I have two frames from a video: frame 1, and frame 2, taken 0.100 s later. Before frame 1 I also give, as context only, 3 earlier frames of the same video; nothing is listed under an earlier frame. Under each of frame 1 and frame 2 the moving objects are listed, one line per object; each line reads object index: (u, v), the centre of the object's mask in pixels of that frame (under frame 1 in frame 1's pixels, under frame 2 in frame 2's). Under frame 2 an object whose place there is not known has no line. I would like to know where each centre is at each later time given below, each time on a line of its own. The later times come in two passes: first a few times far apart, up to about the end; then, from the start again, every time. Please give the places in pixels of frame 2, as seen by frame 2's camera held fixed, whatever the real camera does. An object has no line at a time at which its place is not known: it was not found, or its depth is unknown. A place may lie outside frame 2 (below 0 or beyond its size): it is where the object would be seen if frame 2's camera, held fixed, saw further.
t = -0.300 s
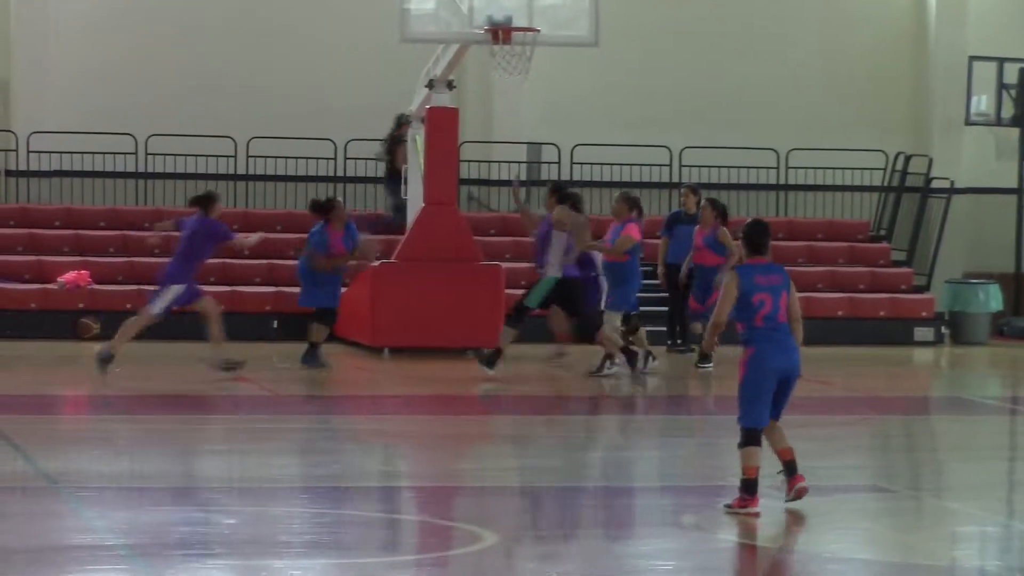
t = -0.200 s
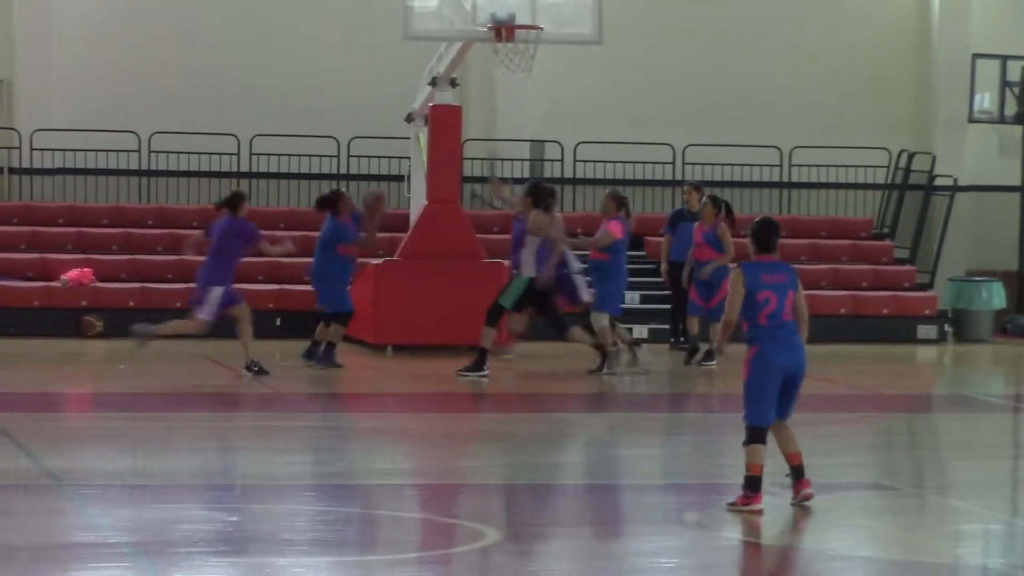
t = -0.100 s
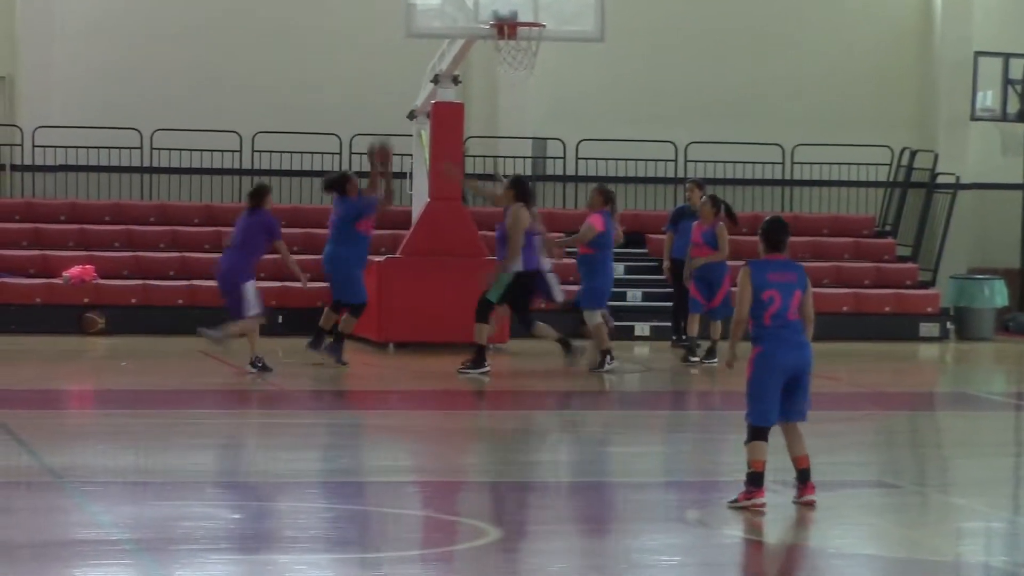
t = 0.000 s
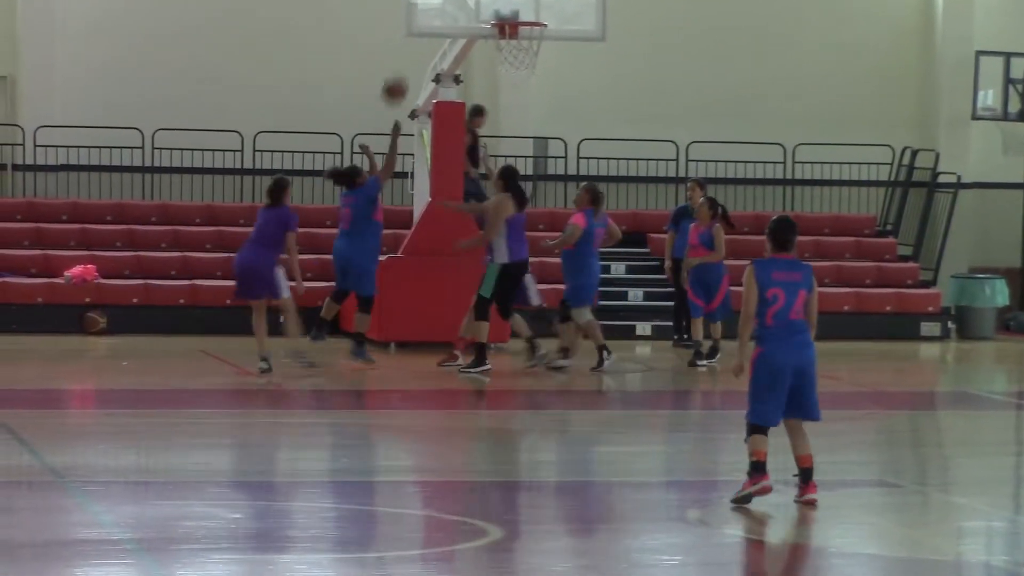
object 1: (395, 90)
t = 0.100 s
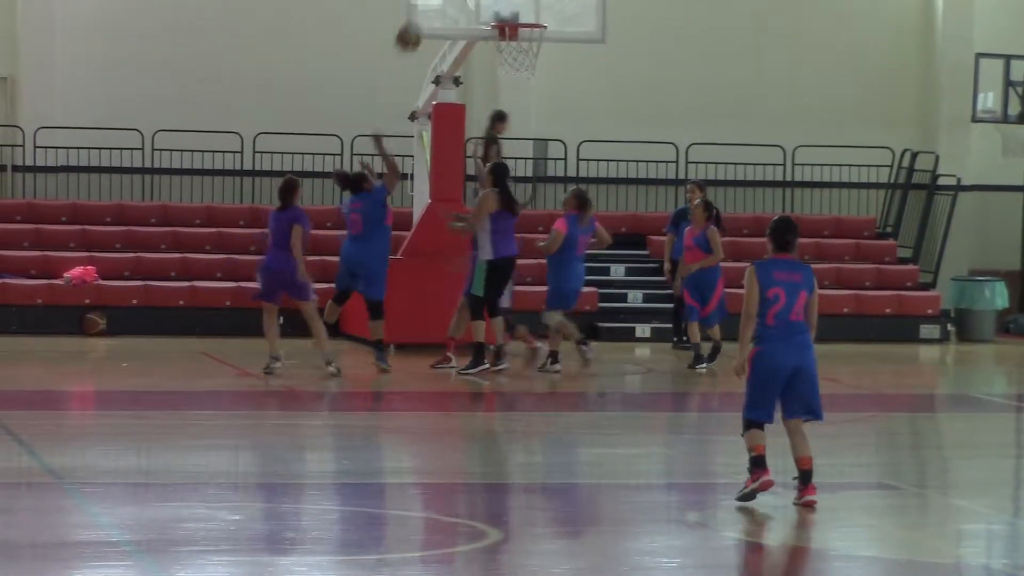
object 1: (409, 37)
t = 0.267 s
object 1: (430, -23)
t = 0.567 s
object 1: (478, -29)
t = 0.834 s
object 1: (511, 7)
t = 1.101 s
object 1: (526, 16)
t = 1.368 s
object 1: (533, 73)
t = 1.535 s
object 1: (535, 134)
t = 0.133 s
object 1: (413, 21)
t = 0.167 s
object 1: (417, 8)
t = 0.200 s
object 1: (421, -5)
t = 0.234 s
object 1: (426, -14)
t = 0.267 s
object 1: (430, -23)
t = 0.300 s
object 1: (434, -30)
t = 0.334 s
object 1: (440, -34)
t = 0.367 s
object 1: (445, -36)
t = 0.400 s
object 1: (451, -38)
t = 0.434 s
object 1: (457, -39)
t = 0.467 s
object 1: (462, -39)
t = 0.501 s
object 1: (467, -38)
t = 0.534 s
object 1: (473, -34)
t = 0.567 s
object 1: (478, -29)
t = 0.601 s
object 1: (484, -23)
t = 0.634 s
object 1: (490, -14)
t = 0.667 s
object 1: (495, -7)
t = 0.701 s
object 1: (502, 6)
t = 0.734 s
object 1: (504, 9)
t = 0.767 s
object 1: (506, 7)
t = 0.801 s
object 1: (508, 7)
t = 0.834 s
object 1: (511, 7)
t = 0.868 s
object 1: (513, 7)
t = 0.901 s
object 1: (516, 10)
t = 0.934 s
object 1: (518, 12)
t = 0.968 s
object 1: (520, 12)
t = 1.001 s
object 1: (521, 12)
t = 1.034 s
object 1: (523, 13)
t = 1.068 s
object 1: (524, 14)
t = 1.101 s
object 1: (526, 16)
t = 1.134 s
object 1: (528, 20)
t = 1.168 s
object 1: (529, 25)
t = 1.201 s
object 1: (529, 32)
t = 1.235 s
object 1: (531, 39)
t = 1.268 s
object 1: (532, 49)
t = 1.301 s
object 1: (533, 57)
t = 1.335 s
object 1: (533, 64)
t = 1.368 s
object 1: (533, 73)
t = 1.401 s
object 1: (534, 83)
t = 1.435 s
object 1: (534, 94)
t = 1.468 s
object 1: (534, 107)
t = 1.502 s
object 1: (534, 120)
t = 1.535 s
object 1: (535, 134)
